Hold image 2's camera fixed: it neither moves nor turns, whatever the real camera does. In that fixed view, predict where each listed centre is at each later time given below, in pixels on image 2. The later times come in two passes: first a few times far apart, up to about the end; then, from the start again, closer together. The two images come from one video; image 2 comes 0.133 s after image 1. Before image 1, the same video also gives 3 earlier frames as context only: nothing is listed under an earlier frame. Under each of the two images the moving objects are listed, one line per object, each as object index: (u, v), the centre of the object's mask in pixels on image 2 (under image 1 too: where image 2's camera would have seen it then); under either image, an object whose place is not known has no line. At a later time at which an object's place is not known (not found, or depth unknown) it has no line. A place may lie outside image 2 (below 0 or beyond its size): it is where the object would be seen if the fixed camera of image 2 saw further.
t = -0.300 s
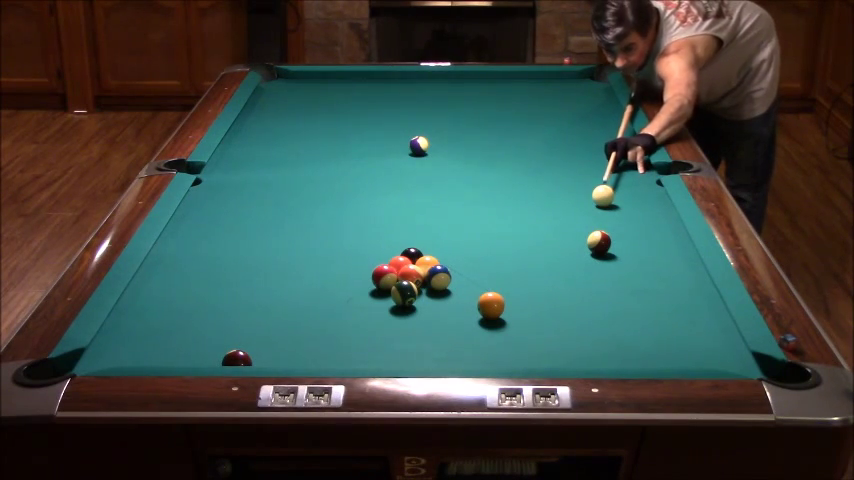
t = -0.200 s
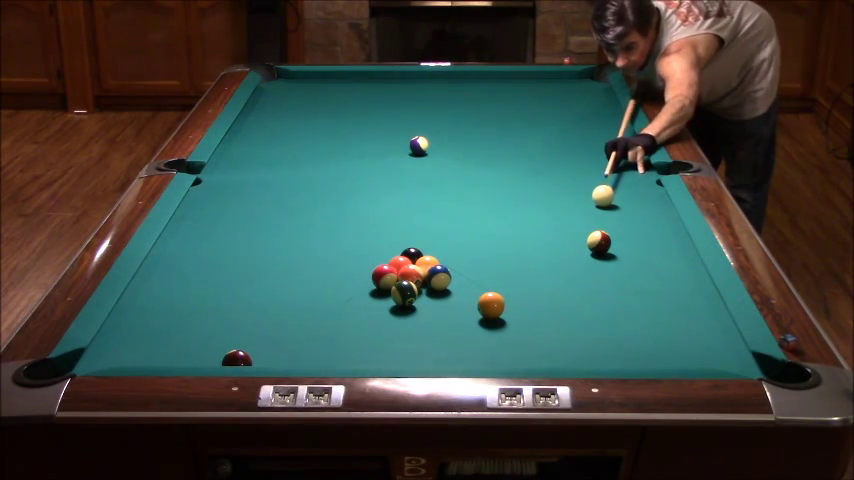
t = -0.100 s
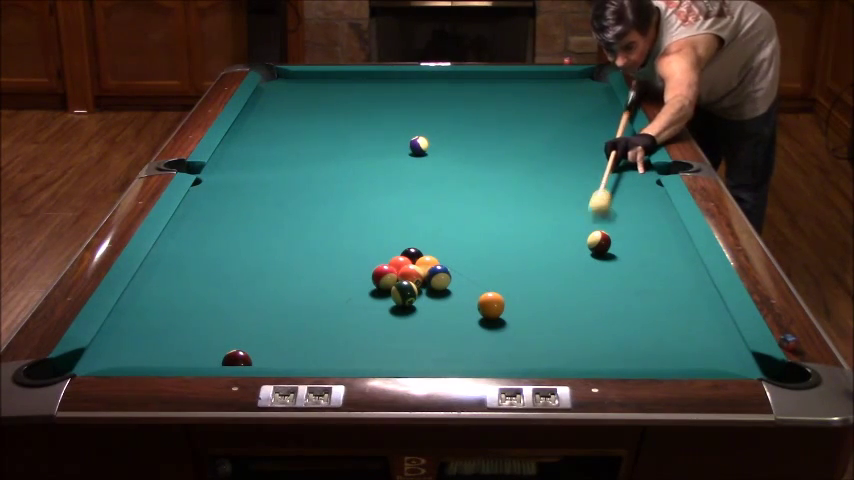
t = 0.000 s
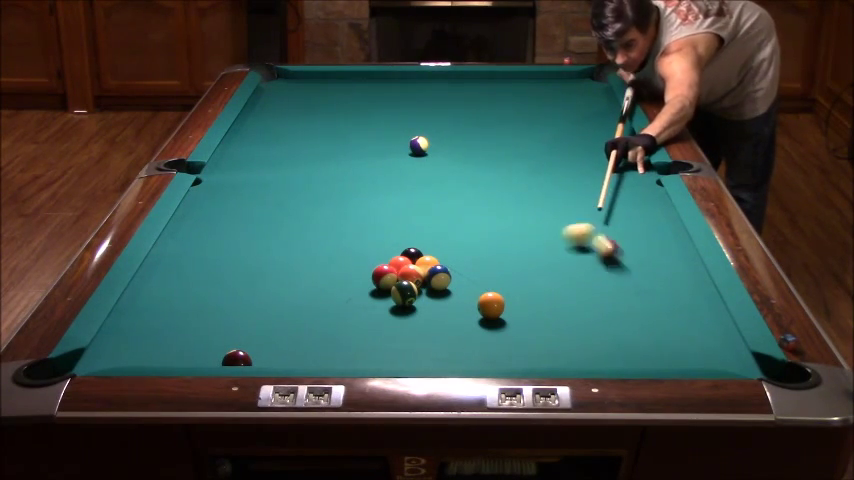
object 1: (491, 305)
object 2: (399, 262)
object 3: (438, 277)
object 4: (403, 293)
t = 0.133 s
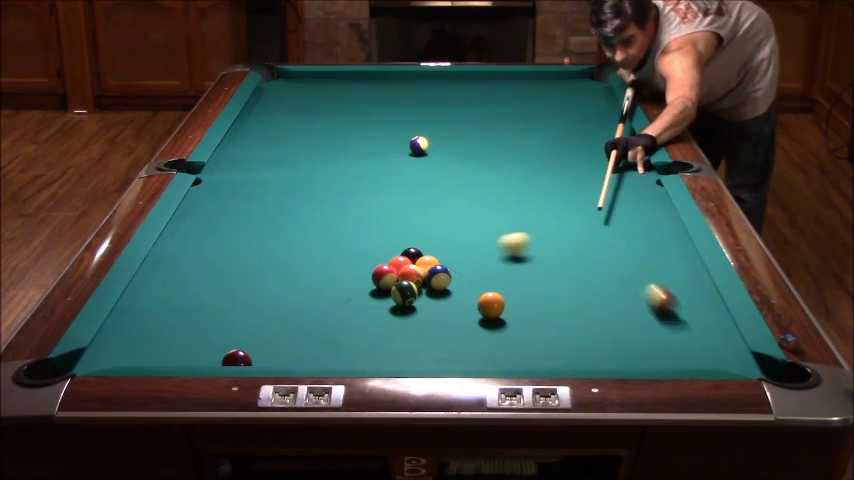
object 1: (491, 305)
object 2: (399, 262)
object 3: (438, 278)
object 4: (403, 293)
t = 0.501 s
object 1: (491, 305)
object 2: (344, 262)
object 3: (465, 297)
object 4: (403, 294)
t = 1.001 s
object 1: (548, 320)
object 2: (241, 253)
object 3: (457, 321)
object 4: (400, 302)
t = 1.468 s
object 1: (596, 332)
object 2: (170, 246)
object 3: (450, 341)
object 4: (397, 307)
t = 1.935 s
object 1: (637, 342)
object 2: (210, 243)
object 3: (443, 354)
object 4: (396, 307)
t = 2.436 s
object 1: (672, 351)
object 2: (245, 240)
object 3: (439, 359)
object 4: (396, 307)
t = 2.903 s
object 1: (695, 356)
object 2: (270, 238)
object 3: (440, 358)
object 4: (396, 307)
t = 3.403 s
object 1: (712, 358)
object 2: (288, 236)
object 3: (442, 357)
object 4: (396, 307)
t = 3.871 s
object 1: (718, 359)
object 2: (296, 235)
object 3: (441, 357)
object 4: (396, 307)
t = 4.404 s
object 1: (718, 359)
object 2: (297, 235)
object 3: (441, 357)
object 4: (396, 307)
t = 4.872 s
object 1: (718, 358)
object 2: (297, 235)
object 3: (441, 357)
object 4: (396, 307)
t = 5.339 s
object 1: (718, 358)
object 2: (297, 235)
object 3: (441, 357)
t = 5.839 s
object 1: (718, 358)
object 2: (297, 235)
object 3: (441, 357)
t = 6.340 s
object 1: (718, 358)
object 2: (297, 235)
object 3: (441, 357)
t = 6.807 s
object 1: (718, 359)
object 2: (297, 235)
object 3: (441, 357)
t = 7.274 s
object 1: (718, 358)
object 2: (297, 235)
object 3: (441, 357)
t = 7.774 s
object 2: (297, 235)
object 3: (441, 357)
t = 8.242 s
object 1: (718, 359)
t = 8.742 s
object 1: (718, 359)
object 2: (297, 234)
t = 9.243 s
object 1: (718, 359)
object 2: (297, 234)
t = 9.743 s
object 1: (718, 359)
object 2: (297, 234)
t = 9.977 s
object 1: (718, 359)
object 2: (297, 234)
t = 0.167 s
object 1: (491, 305)
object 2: (399, 262)
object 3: (438, 278)
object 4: (403, 293)
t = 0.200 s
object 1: (491, 305)
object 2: (399, 262)
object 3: (438, 278)
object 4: (403, 293)
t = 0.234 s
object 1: (491, 305)
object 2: (399, 262)
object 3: (438, 278)
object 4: (403, 293)
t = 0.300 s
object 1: (491, 305)
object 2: (396, 262)
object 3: (440, 278)
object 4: (403, 293)
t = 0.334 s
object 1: (491, 305)
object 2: (386, 262)
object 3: (446, 283)
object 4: (403, 293)
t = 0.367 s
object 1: (491, 305)
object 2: (376, 261)
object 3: (449, 285)
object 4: (403, 293)
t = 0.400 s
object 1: (491, 305)
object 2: (367, 262)
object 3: (454, 288)
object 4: (403, 293)
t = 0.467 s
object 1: (491, 305)
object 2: (351, 262)
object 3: (461, 294)
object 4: (403, 293)
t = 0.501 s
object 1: (491, 305)
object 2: (344, 262)
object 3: (465, 297)
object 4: (403, 294)
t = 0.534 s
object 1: (493, 305)
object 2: (337, 262)
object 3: (467, 299)
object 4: (402, 295)
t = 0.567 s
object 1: (497, 306)
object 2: (330, 261)
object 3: (465, 301)
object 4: (401, 296)
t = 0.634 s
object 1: (506, 309)
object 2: (316, 260)
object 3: (464, 304)
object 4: (401, 297)
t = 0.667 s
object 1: (510, 310)
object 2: (309, 259)
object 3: (463, 306)
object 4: (400, 297)
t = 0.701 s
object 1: (514, 311)
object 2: (301, 259)
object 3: (463, 308)
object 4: (399, 298)
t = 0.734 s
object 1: (518, 312)
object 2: (295, 258)
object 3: (462, 309)
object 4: (399, 299)
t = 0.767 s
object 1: (522, 313)
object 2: (288, 258)
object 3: (461, 310)
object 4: (398, 300)
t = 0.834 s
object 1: (529, 315)
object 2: (274, 256)
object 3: (460, 313)
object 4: (398, 301)
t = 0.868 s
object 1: (533, 316)
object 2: (267, 256)
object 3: (459, 315)
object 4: (397, 301)
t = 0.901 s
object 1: (537, 317)
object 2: (260, 255)
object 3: (459, 316)
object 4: (397, 302)
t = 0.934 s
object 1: (540, 318)
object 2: (254, 255)
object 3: (458, 318)
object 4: (397, 303)
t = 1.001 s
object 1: (548, 320)
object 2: (241, 253)
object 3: (457, 321)
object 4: (400, 302)
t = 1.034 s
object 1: (551, 321)
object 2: (234, 253)
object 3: (457, 323)
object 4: (399, 302)
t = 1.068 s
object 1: (555, 322)
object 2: (228, 252)
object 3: (456, 324)
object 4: (399, 303)
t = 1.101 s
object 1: (558, 323)
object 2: (222, 252)
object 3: (456, 326)
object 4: (399, 303)
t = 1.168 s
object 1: (566, 325)
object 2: (210, 251)
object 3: (454, 329)
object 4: (399, 304)
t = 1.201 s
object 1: (569, 325)
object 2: (203, 250)
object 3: (454, 330)
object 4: (399, 305)
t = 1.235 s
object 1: (572, 326)
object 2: (198, 249)
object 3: (453, 331)
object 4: (398, 305)
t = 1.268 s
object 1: (576, 327)
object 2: (191, 249)
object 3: (453, 333)
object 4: (398, 305)
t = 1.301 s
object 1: (579, 328)
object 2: (185, 248)
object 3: (452, 334)
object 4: (398, 306)
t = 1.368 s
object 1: (586, 330)
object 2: (174, 247)
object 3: (451, 337)
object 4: (398, 306)
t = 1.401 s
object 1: (589, 331)
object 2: (168, 247)
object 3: (451, 338)
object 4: (398, 306)
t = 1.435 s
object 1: (592, 332)
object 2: (166, 246)
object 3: (450, 340)
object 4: (398, 307)
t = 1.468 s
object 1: (596, 332)
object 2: (170, 246)
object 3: (450, 341)
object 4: (397, 307)
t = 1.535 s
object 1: (602, 334)
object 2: (176, 246)
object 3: (449, 343)
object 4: (397, 307)
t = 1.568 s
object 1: (605, 335)
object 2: (179, 245)
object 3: (448, 344)
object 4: (397, 307)
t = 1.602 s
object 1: (608, 336)
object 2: (182, 245)
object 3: (448, 345)
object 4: (397, 307)
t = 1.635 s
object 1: (611, 336)
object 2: (185, 245)
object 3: (447, 347)
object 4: (397, 307)
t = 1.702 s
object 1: (617, 338)
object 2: (191, 244)
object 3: (446, 348)
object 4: (396, 307)
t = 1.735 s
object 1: (620, 339)
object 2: (194, 244)
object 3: (446, 350)
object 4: (396, 307)
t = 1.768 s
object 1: (623, 339)
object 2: (197, 244)
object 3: (445, 351)
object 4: (396, 307)
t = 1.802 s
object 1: (626, 339)
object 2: (200, 244)
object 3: (445, 351)
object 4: (396, 307)
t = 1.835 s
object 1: (629, 341)
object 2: (202, 243)
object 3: (445, 352)
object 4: (396, 307)
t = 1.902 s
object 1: (634, 342)
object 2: (208, 243)
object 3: (444, 353)
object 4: (396, 307)
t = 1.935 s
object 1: (637, 342)
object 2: (210, 243)
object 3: (443, 354)
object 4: (396, 307)
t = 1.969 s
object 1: (640, 343)
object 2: (213, 243)
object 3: (443, 355)
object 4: (396, 307)
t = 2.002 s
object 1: (642, 343)
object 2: (216, 242)
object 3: (442, 355)
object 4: (396, 307)
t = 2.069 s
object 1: (647, 345)
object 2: (221, 242)
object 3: (442, 357)
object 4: (396, 307)
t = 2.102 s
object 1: (650, 345)
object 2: (223, 242)
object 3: (441, 358)
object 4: (396, 307)
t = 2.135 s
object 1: (652, 346)
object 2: (225, 241)
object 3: (441, 358)
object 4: (396, 307)
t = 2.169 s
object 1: (655, 346)
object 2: (228, 241)
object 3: (441, 358)
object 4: (396, 307)
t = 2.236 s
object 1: (659, 347)
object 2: (232, 241)
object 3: (441, 359)
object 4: (396, 307)
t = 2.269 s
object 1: (661, 348)
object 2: (235, 241)
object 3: (440, 359)
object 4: (396, 307)
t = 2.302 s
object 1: (664, 348)
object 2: (237, 240)
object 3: (440, 360)
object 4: (396, 307)
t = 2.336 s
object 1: (666, 349)
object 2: (239, 240)
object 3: (440, 360)
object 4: (396, 307)
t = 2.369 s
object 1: (668, 349)
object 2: (241, 240)
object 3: (439, 360)
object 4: (396, 307)
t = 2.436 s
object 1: (672, 351)
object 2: (245, 240)
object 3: (439, 359)
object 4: (396, 307)
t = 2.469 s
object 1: (674, 351)
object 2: (247, 239)
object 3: (439, 359)
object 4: (396, 307)
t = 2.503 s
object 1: (676, 352)
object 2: (249, 239)
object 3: (439, 359)
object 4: (396, 307)
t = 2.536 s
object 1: (678, 352)
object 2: (251, 239)
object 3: (439, 359)
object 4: (396, 307)
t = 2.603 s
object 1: (681, 353)
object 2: (255, 239)
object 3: (439, 359)
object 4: (396, 307)
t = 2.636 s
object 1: (683, 353)
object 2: (257, 239)
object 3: (439, 358)
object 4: (396, 307)
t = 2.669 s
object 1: (685, 354)
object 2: (258, 239)
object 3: (439, 358)
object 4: (396, 307)
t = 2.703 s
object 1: (686, 354)
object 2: (260, 239)
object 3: (439, 358)
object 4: (396, 307)
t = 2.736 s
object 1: (688, 354)
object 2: (262, 239)
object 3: (439, 358)
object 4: (396, 307)
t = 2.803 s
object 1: (691, 355)
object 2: (265, 238)
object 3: (439, 358)
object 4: (396, 307)
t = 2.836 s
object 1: (692, 355)
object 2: (267, 238)
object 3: (439, 358)
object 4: (396, 307)
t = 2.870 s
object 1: (694, 355)
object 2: (268, 238)
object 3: (439, 358)
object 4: (396, 307)
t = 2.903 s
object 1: (695, 356)
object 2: (270, 238)
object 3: (440, 358)
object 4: (396, 307)
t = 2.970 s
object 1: (698, 356)
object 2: (273, 238)
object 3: (440, 358)
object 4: (396, 307)
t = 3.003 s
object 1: (699, 356)
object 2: (274, 237)
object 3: (440, 358)
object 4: (396, 307)
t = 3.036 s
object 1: (701, 356)
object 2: (276, 237)
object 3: (440, 358)
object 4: (396, 307)
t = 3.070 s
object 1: (702, 356)
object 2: (277, 237)
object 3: (440, 358)
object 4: (396, 307)
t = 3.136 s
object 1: (704, 356)
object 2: (279, 237)
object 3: (440, 358)
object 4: (396, 307)
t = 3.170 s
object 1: (705, 357)
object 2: (281, 237)
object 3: (441, 358)
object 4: (396, 307)
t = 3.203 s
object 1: (706, 357)
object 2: (282, 237)
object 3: (441, 358)
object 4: (396, 307)
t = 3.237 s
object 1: (707, 357)
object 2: (283, 236)
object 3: (441, 358)
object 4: (396, 307)
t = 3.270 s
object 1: (708, 357)
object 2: (284, 236)
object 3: (441, 358)
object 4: (396, 307)
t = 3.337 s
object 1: (710, 357)
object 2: (286, 236)
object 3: (441, 357)
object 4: (396, 307)
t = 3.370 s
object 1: (711, 358)
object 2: (287, 236)
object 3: (442, 357)
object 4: (396, 307)
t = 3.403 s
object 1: (712, 358)
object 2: (288, 236)
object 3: (442, 357)
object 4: (396, 307)
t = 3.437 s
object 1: (713, 358)
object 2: (289, 236)
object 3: (442, 357)
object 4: (396, 307)
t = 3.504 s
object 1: (714, 358)
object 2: (290, 236)
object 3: (442, 358)
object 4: (396, 307)
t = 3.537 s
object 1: (714, 358)
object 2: (291, 236)
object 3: (441, 358)
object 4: (396, 307)
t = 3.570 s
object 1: (715, 358)
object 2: (292, 235)
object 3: (441, 358)
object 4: (396, 307)
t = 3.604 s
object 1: (716, 358)
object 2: (292, 236)
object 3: (441, 358)
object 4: (396, 307)
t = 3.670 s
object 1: (716, 358)
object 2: (294, 235)
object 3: (441, 358)
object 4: (396, 307)
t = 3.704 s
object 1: (717, 358)
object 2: (294, 235)
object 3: (441, 358)
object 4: (396, 307)
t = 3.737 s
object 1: (717, 358)
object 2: (294, 235)
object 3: (441, 358)
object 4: (396, 307)
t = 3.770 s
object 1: (718, 359)
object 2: (295, 235)
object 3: (441, 358)
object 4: (396, 307)
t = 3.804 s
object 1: (718, 359)
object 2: (295, 235)
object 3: (441, 357)
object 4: (396, 307)
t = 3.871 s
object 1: (718, 359)
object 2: (296, 235)
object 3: (441, 357)
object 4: (396, 307)
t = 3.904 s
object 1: (718, 359)
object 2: (296, 235)
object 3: (441, 357)
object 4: (396, 307)
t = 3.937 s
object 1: (718, 359)
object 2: (296, 235)
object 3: (441, 357)
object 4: (396, 307)
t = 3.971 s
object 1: (718, 359)
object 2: (296, 235)
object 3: (441, 357)
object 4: (396, 307)
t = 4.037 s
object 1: (718, 359)
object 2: (297, 235)
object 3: (441, 357)
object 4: (396, 307)
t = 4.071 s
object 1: (718, 359)
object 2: (297, 235)
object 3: (441, 357)
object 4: (396, 307)
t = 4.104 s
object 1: (718, 359)
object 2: (297, 235)
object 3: (441, 357)
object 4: (396, 307)
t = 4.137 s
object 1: (718, 359)
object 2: (297, 235)
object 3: (441, 357)
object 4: (396, 307)
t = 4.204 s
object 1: (718, 359)
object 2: (297, 235)
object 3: (441, 357)
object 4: (396, 307)
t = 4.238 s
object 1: (718, 359)
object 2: (297, 235)
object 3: (441, 357)
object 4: (396, 307)
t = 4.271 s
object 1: (718, 359)
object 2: (297, 235)
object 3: (441, 357)
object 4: (396, 307)
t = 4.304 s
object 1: (718, 359)
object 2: (297, 235)
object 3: (441, 357)
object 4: (396, 307)
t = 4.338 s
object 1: (718, 359)
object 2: (297, 235)
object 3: (441, 357)
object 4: (396, 307)
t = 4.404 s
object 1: (718, 359)
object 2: (297, 235)
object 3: (441, 357)
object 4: (396, 307)
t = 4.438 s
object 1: (718, 359)
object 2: (297, 235)
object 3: (441, 357)
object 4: (396, 307)
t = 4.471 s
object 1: (718, 359)
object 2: (297, 235)
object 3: (441, 357)
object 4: (396, 307)
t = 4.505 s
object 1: (718, 359)
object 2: (297, 235)
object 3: (441, 357)
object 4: (396, 307)
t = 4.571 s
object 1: (718, 358)
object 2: (297, 235)
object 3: (441, 357)
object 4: (396, 307)
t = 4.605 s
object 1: (718, 358)
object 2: (297, 235)
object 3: (441, 357)
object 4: (396, 307)
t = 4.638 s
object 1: (718, 359)
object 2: (297, 235)
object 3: (441, 357)
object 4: (396, 307)
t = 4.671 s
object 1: (718, 359)
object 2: (297, 235)
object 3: (441, 357)
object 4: (396, 307)
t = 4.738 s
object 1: (718, 358)
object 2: (297, 235)
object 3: (441, 357)
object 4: (396, 307)
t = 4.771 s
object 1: (718, 358)
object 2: (297, 235)
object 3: (441, 357)
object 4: (396, 307)
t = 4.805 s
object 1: (718, 358)
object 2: (297, 235)
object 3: (441, 357)
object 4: (396, 307)
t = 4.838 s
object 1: (718, 358)
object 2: (297, 235)
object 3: (441, 357)
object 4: (396, 307)
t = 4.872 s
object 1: (718, 358)
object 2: (297, 235)
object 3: (441, 357)
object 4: (396, 307)
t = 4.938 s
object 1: (718, 359)
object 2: (297, 235)
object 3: (441, 357)
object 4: (396, 307)
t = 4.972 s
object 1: (718, 359)
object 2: (297, 235)
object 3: (441, 357)
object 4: (396, 307)
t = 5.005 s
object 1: (718, 358)
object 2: (297, 235)
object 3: (441, 357)
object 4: (396, 307)
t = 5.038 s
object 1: (718, 359)
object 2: (297, 235)
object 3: (441, 357)
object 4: (396, 307)
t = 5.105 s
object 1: (718, 359)
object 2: (297, 235)
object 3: (441, 357)
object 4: (396, 307)
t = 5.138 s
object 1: (718, 358)
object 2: (297, 235)
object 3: (441, 357)
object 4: (396, 307)
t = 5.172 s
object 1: (718, 359)
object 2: (297, 235)
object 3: (441, 357)
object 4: (396, 307)
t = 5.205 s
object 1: (718, 359)
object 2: (297, 235)
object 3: (441, 357)
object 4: (396, 307)
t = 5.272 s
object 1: (718, 359)
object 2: (297, 235)
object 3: (441, 357)
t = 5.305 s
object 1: (718, 358)
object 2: (297, 235)
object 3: (441, 357)
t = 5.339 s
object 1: (718, 358)
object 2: (297, 235)
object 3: (441, 357)
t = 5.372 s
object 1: (718, 358)
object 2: (297, 235)
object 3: (441, 357)
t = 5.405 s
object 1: (718, 359)
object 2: (297, 235)
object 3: (441, 357)
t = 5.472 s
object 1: (718, 358)
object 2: (297, 235)
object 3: (441, 357)
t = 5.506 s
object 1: (718, 359)
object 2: (297, 235)
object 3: (441, 357)
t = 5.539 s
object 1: (718, 359)
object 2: (297, 235)
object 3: (441, 357)
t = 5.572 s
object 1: (718, 359)
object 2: (297, 235)
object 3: (441, 357)
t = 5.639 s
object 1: (718, 359)
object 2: (297, 235)
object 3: (441, 357)
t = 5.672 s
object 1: (718, 358)
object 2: (297, 235)
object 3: (441, 357)
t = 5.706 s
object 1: (718, 358)
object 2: (297, 235)
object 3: (441, 357)
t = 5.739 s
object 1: (718, 359)
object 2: (297, 235)
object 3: (441, 357)
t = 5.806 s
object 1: (718, 358)
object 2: (297, 235)
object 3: (441, 357)
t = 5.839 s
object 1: (718, 358)
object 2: (297, 235)
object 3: (441, 357)
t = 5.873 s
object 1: (718, 359)
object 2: (297, 235)
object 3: (441, 357)
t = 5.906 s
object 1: (718, 359)
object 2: (297, 235)
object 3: (441, 357)
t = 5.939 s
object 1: (718, 358)
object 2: (297, 235)
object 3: (441, 357)
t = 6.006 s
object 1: (718, 359)
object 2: (297, 235)
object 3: (441, 357)
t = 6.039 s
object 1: (718, 358)
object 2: (297, 235)
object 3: (441, 357)
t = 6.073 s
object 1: (718, 359)
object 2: (297, 235)
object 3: (441, 357)
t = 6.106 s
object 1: (718, 358)
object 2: (297, 235)
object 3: (441, 357)
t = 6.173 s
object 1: (718, 359)
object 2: (297, 235)
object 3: (441, 357)
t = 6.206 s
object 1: (718, 358)
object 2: (297, 235)
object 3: (441, 357)
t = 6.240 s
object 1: (718, 359)
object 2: (297, 235)
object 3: (441, 357)
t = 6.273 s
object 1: (718, 359)
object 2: (297, 235)
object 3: (441, 357)
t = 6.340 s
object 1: (718, 358)
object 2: (297, 235)
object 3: (441, 357)
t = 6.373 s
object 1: (718, 358)
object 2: (297, 235)
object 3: (441, 357)
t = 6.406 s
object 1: (718, 358)
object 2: (297, 235)
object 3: (441, 357)
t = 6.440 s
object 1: (718, 358)
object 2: (297, 235)
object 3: (441, 357)
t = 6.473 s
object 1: (718, 359)
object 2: (297, 235)
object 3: (441, 357)
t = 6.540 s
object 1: (718, 359)
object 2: (297, 235)
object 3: (441, 357)
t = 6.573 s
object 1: (718, 359)
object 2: (297, 235)
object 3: (441, 357)
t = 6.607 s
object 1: (718, 359)
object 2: (297, 235)
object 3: (441, 357)
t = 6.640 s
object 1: (718, 359)
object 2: (297, 235)
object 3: (441, 357)
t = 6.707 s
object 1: (718, 358)
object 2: (297, 235)
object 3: (441, 357)
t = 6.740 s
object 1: (718, 359)
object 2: (297, 235)
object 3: (441, 357)
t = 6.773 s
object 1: (718, 358)
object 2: (297, 235)
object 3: (441, 357)
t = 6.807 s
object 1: (718, 359)
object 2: (297, 235)
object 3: (441, 357)
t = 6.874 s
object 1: (718, 358)
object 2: (297, 235)
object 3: (441, 357)
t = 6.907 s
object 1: (718, 358)
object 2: (297, 235)
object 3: (441, 357)
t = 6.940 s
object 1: (718, 359)
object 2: (297, 235)
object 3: (441, 357)
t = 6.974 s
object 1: (718, 359)
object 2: (297, 235)
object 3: (441, 357)
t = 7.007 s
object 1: (718, 359)
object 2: (297, 235)
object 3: (441, 357)
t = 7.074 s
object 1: (718, 358)
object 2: (297, 235)
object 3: (441, 357)
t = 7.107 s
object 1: (718, 358)
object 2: (297, 235)
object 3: (441, 357)
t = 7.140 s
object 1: (718, 358)
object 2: (297, 235)
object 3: (441, 357)
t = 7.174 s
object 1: (718, 359)
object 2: (297, 235)
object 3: (441, 357)
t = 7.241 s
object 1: (718, 359)
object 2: (297, 235)
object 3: (441, 357)
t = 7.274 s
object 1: (718, 358)
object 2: (297, 235)
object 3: (441, 357)
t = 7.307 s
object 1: (718, 359)
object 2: (297, 235)
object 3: (441, 357)
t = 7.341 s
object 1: (718, 359)
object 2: (297, 235)
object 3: (441, 357)
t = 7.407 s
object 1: (717, 359)
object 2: (297, 235)
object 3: (441, 357)
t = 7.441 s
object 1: (718, 358)
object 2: (297, 235)
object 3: (441, 357)
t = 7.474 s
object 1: (718, 359)
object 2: (297, 235)
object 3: (441, 357)
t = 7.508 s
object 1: (718, 358)
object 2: (297, 235)
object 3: (441, 357)
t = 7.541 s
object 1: (717, 359)
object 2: (297, 235)
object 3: (441, 357)
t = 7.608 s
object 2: (297, 235)
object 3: (441, 357)
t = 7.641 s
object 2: (297, 235)
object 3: (441, 357)
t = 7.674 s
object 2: (297, 235)
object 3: (441, 357)
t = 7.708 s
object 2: (297, 235)
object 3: (441, 357)
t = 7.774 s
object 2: (297, 235)
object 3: (441, 357)
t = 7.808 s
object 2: (297, 235)
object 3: (441, 357)
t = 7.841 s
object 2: (297, 235)
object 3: (441, 357)
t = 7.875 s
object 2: (297, 235)
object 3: (441, 357)
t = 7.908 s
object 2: (297, 235)
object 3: (441, 357)
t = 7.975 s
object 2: (297, 235)
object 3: (441, 357)
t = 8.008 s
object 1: (721, 358)
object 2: (297, 235)
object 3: (441, 357)
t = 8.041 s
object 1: (718, 359)
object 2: (297, 235)
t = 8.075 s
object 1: (718, 359)
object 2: (297, 235)
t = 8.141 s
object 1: (718, 359)
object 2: (297, 235)
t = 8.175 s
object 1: (718, 359)
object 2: (297, 235)
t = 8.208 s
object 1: (718, 359)
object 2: (296, 235)
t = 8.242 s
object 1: (718, 359)
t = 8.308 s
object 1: (718, 359)
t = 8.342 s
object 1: (718, 359)
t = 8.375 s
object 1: (718, 359)
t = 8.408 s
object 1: (718, 359)
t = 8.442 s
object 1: (718, 359)
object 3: (441, 358)
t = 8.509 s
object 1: (718, 359)
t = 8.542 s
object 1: (718, 359)
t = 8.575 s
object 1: (718, 359)
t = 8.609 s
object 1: (718, 359)
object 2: (298, 234)
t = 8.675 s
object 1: (718, 359)
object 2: (297, 234)
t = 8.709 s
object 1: (718, 359)
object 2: (297, 234)
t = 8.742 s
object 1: (718, 359)
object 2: (297, 234)
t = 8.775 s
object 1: (718, 359)
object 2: (297, 234)
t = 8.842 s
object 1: (718, 359)
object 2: (297, 234)
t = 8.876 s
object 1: (718, 359)
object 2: (297, 234)
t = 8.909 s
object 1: (718, 359)
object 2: (297, 234)
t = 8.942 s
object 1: (718, 359)
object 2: (297, 234)
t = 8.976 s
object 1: (718, 359)
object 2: (297, 234)
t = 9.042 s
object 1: (718, 359)
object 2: (297, 234)
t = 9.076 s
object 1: (718, 359)
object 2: (297, 234)
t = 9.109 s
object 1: (718, 359)
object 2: (297, 234)
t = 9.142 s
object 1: (718, 359)
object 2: (297, 234)
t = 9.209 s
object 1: (718, 359)
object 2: (297, 234)
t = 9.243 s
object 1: (718, 359)
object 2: (297, 234)
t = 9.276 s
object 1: (718, 359)
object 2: (297, 234)
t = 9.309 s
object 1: (718, 359)
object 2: (297, 234)
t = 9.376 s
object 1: (718, 359)
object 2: (297, 234)
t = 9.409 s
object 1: (718, 358)
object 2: (297, 234)
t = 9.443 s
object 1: (718, 359)
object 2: (297, 234)
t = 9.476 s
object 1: (718, 359)
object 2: (297, 234)
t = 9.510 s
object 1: (718, 359)
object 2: (297, 234)
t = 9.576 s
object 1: (718, 359)
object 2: (297, 234)
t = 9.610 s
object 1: (718, 359)
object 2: (297, 234)
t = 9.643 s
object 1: (718, 359)
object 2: (297, 234)
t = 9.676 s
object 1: (718, 359)
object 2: (297, 234)
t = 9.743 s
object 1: (718, 359)
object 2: (297, 234)
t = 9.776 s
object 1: (718, 359)
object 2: (297, 234)
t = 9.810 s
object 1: (718, 359)
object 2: (297, 234)
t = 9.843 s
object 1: (718, 359)
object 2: (297, 234)
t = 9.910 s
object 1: (718, 359)
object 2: (297, 234)
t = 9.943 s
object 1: (718, 359)
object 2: (297, 234)
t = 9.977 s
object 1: (718, 359)
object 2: (297, 234)
